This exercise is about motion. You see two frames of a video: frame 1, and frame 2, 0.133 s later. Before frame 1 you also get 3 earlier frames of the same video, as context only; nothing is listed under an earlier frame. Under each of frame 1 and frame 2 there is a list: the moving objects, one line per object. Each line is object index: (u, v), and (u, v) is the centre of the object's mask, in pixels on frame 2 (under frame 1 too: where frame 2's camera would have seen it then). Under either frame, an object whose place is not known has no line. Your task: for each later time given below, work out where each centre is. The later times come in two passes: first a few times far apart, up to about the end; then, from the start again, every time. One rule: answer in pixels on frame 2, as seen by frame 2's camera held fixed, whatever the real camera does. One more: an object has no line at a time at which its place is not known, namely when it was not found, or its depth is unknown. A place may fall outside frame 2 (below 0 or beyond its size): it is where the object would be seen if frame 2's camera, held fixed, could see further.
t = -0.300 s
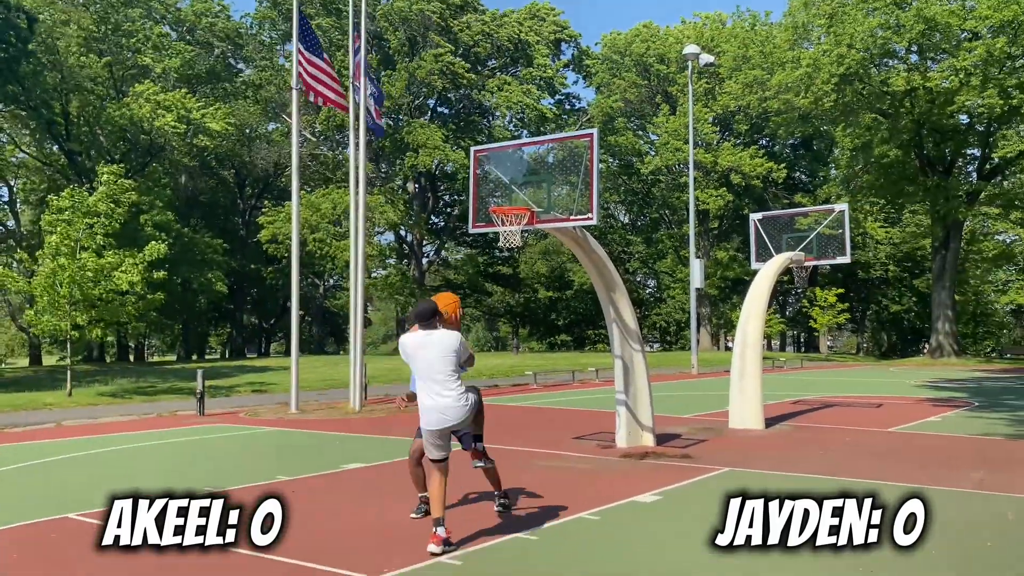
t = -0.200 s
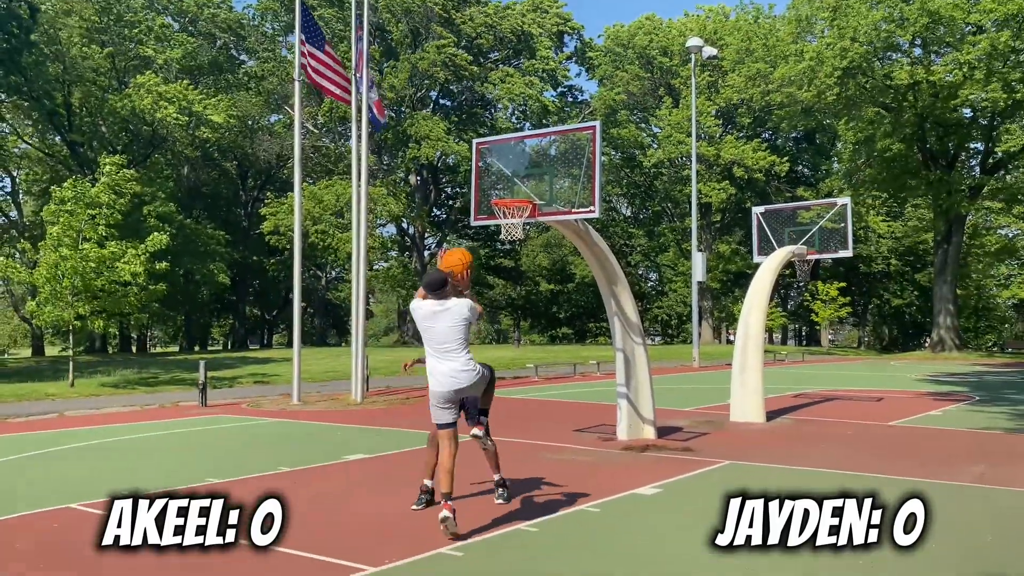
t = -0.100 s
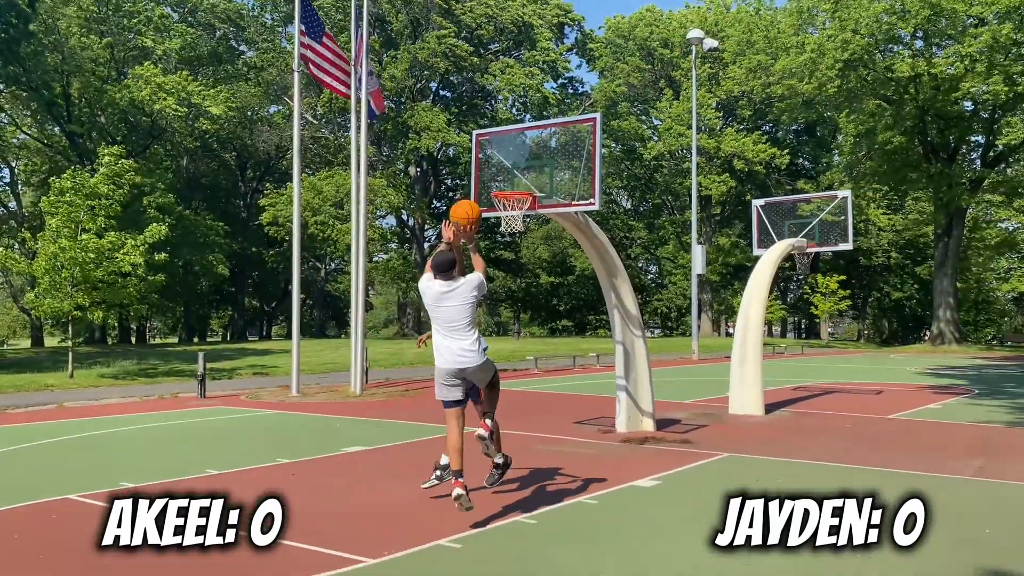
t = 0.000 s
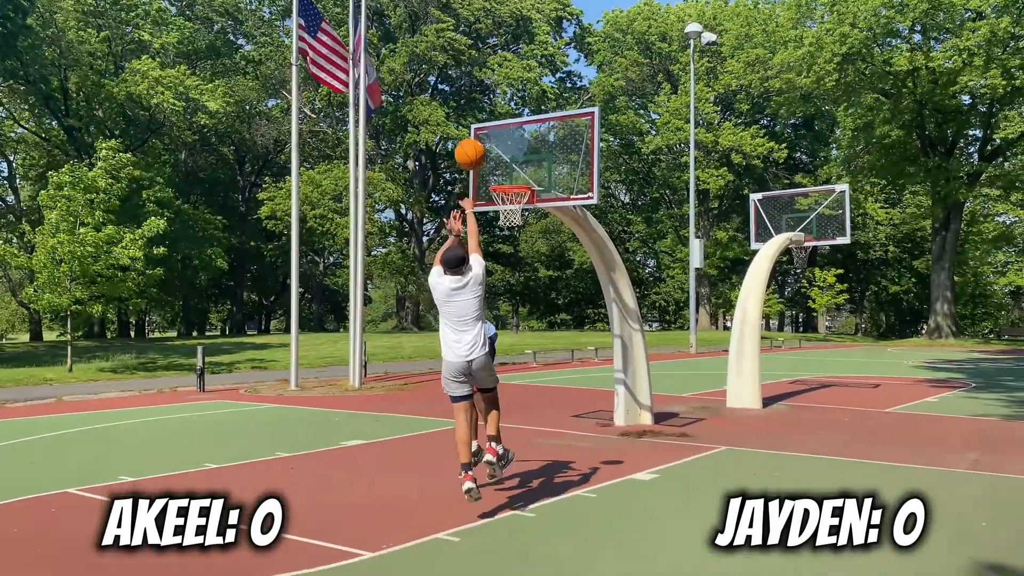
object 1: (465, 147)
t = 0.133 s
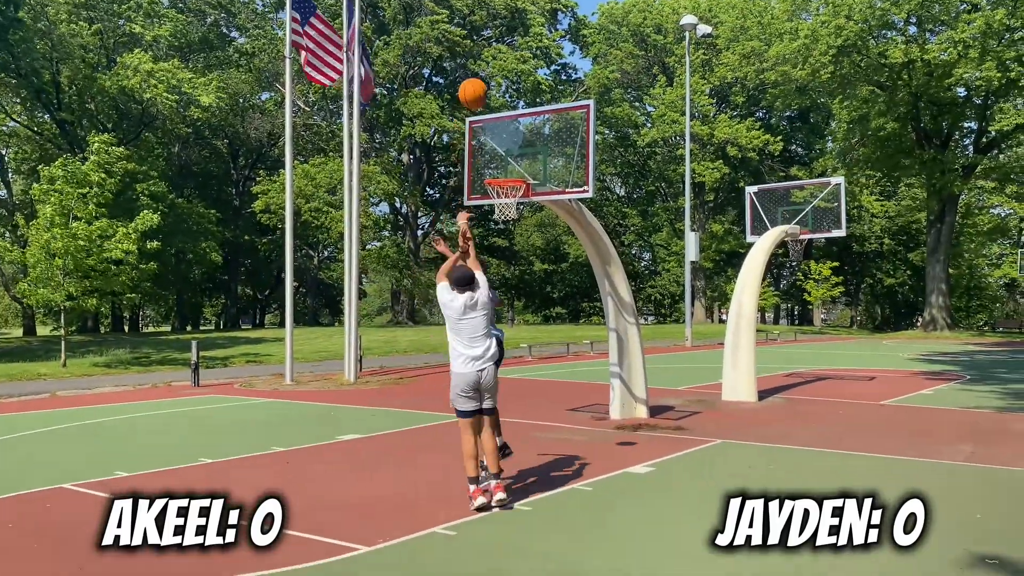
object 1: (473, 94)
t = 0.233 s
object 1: (479, 69)
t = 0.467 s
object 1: (490, 61)
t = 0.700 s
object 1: (501, 106)
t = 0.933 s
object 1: (512, 169)
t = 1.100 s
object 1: (522, 172)
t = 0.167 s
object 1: (475, 84)
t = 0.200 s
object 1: (476, 76)
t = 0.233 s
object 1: (479, 69)
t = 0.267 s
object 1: (480, 65)
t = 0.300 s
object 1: (482, 62)
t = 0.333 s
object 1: (483, 60)
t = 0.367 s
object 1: (485, 59)
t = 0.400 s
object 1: (486, 59)
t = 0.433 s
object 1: (488, 59)
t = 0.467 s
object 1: (490, 61)
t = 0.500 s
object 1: (492, 65)
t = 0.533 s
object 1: (493, 70)
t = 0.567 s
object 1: (495, 76)
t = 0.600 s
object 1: (497, 82)
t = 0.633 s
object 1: (498, 89)
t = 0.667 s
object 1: (500, 97)
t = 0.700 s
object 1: (501, 106)
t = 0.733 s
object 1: (503, 116)
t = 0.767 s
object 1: (504, 127)
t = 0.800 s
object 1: (505, 138)
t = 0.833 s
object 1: (507, 151)
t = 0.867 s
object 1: (509, 164)
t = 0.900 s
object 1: (510, 171)
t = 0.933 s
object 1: (512, 169)
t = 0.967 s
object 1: (514, 168)
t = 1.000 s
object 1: (515, 167)
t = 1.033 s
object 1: (518, 168)
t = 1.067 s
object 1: (520, 170)
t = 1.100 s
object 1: (522, 172)
